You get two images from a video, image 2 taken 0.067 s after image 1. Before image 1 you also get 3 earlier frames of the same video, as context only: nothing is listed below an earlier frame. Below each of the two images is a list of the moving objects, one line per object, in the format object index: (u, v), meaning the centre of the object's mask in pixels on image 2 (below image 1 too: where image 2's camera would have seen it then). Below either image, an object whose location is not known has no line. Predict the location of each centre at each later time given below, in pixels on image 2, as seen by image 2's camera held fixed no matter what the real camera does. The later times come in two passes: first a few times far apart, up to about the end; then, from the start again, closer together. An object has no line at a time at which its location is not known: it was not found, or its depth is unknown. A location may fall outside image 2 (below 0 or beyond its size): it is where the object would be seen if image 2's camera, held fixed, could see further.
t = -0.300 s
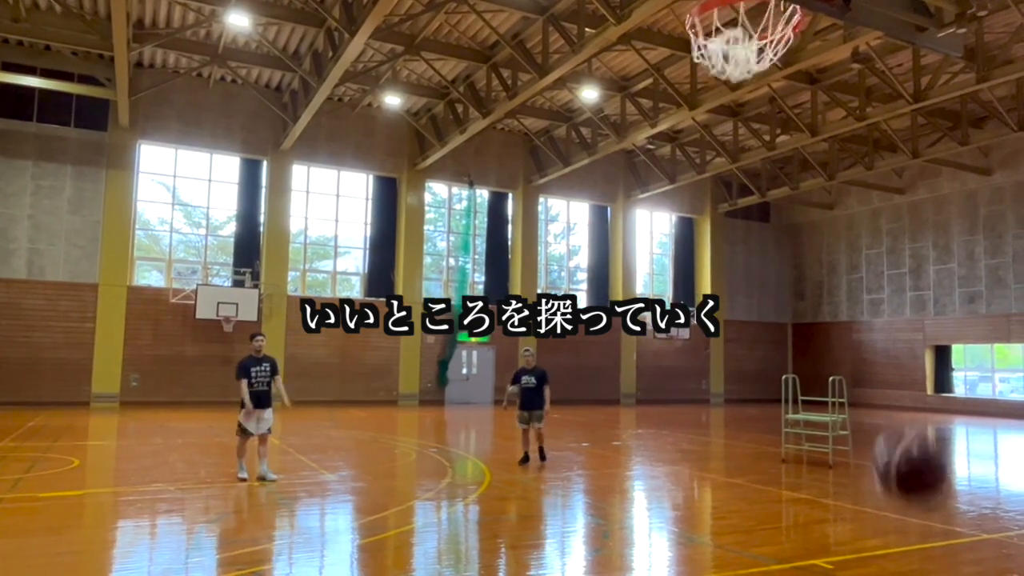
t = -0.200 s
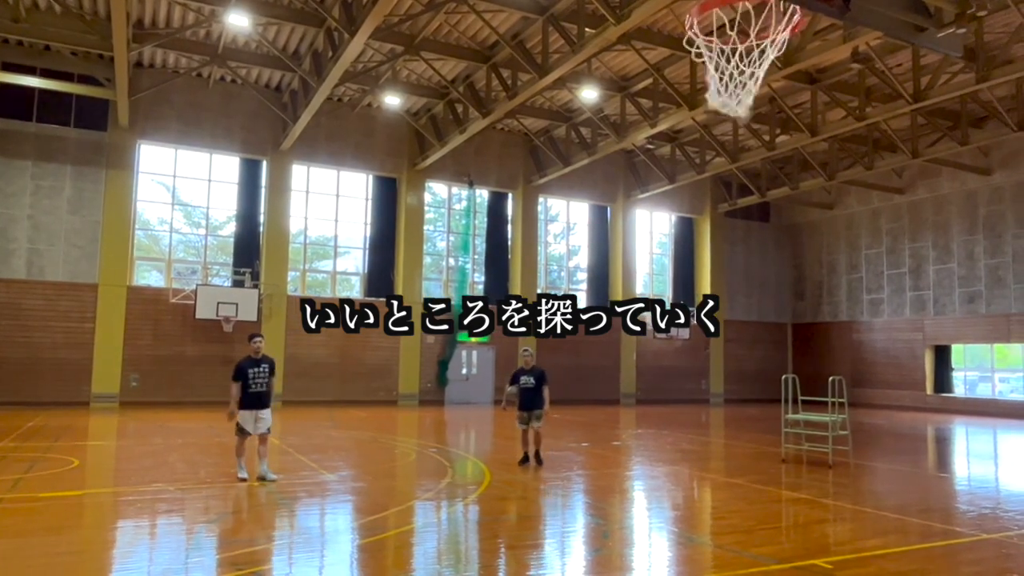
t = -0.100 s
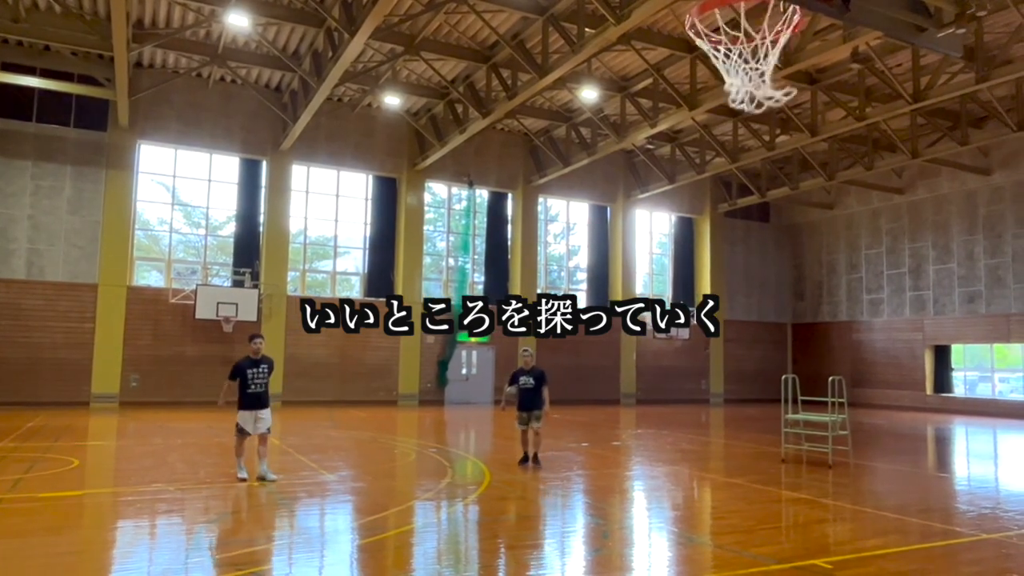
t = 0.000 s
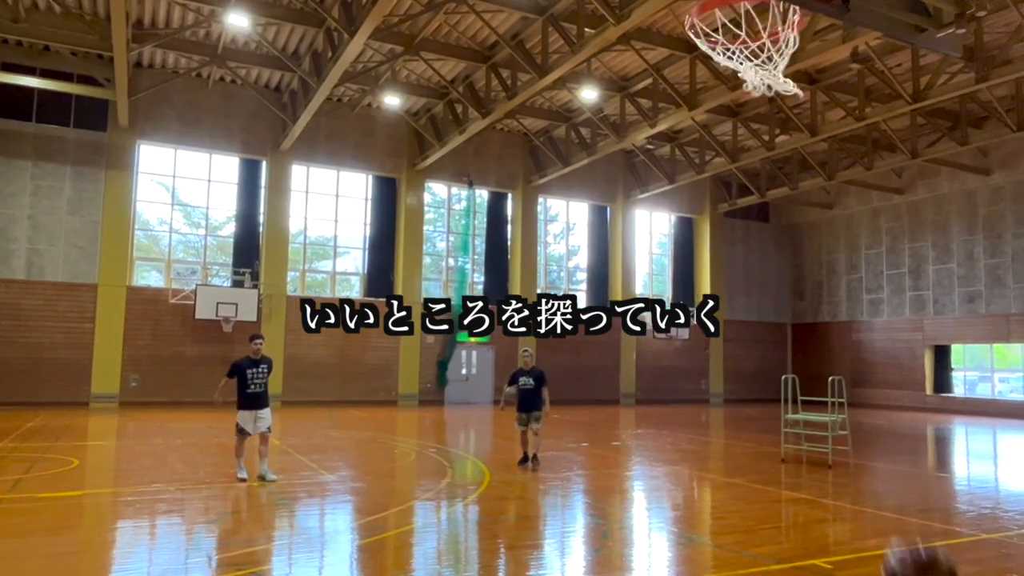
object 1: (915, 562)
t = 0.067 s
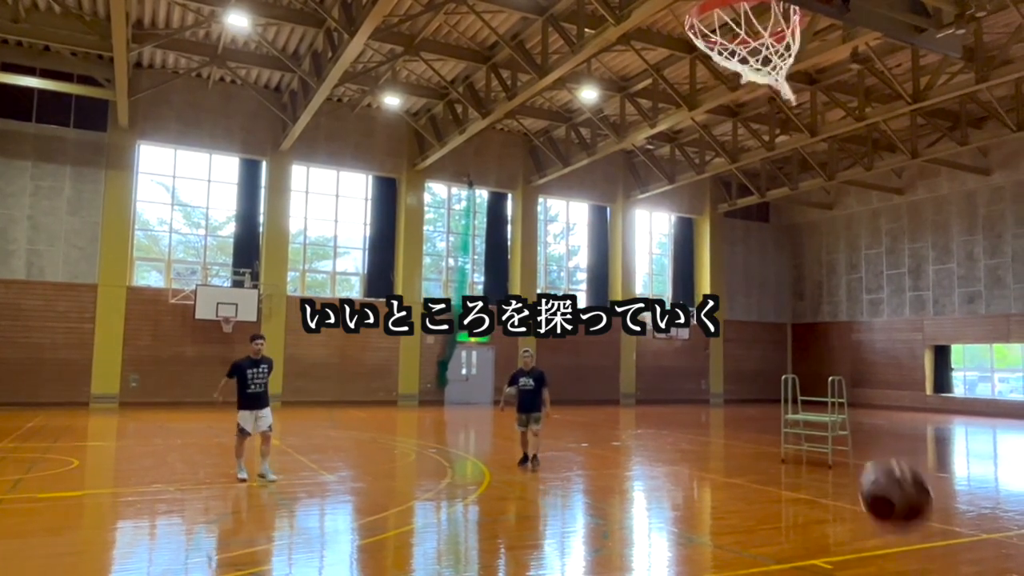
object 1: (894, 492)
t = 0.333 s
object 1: (812, 324)
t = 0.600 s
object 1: (748, 332)
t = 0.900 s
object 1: (691, 506)
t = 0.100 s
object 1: (882, 458)
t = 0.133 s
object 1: (871, 429)
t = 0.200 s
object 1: (849, 380)
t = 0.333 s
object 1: (812, 324)
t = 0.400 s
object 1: (793, 313)
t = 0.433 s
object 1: (785, 309)
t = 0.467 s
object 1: (778, 310)
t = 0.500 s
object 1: (770, 312)
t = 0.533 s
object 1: (763, 317)
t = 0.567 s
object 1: (755, 324)
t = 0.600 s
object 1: (748, 332)
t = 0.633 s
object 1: (742, 343)
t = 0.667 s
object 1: (735, 356)
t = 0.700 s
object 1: (727, 372)
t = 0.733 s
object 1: (722, 389)
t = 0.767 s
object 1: (716, 408)
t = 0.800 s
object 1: (709, 430)
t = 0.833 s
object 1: (703, 452)
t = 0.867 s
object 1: (697, 477)
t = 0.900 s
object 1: (691, 506)
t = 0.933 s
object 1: (687, 534)
